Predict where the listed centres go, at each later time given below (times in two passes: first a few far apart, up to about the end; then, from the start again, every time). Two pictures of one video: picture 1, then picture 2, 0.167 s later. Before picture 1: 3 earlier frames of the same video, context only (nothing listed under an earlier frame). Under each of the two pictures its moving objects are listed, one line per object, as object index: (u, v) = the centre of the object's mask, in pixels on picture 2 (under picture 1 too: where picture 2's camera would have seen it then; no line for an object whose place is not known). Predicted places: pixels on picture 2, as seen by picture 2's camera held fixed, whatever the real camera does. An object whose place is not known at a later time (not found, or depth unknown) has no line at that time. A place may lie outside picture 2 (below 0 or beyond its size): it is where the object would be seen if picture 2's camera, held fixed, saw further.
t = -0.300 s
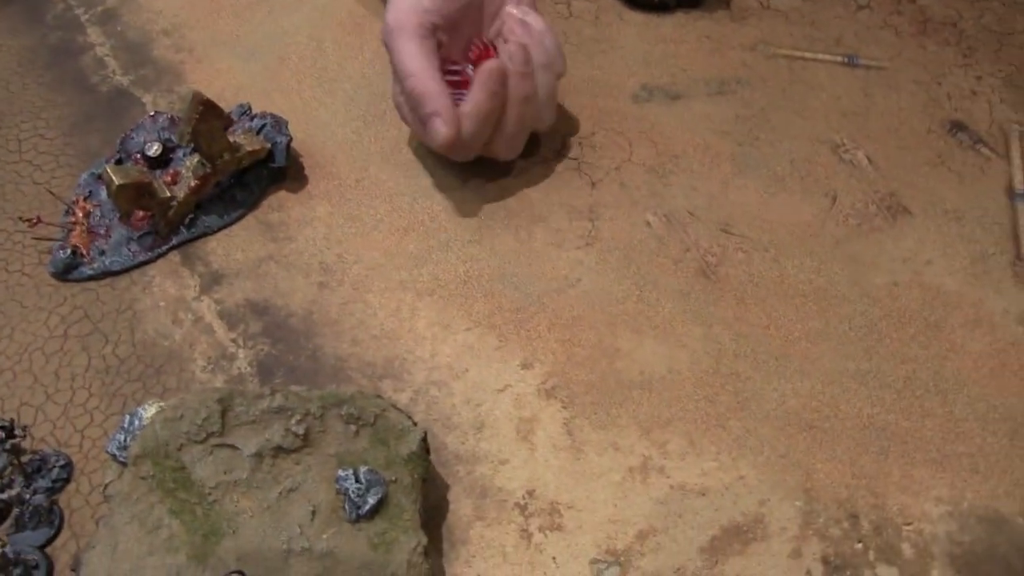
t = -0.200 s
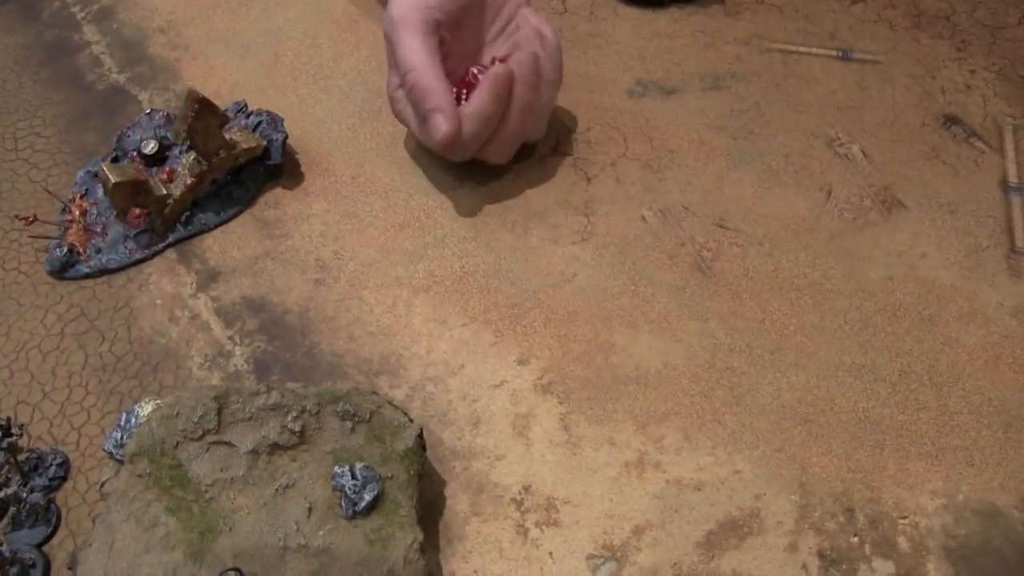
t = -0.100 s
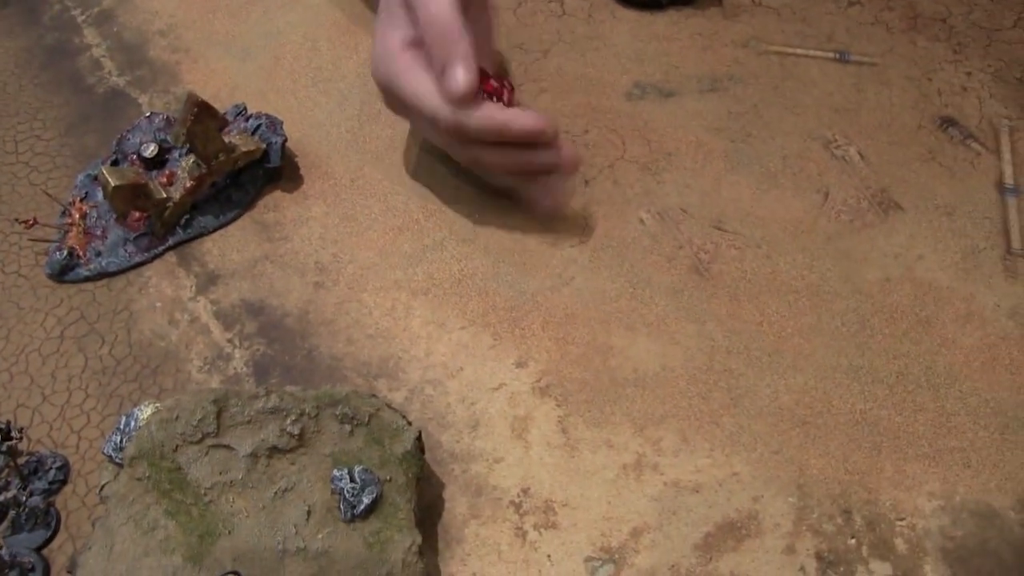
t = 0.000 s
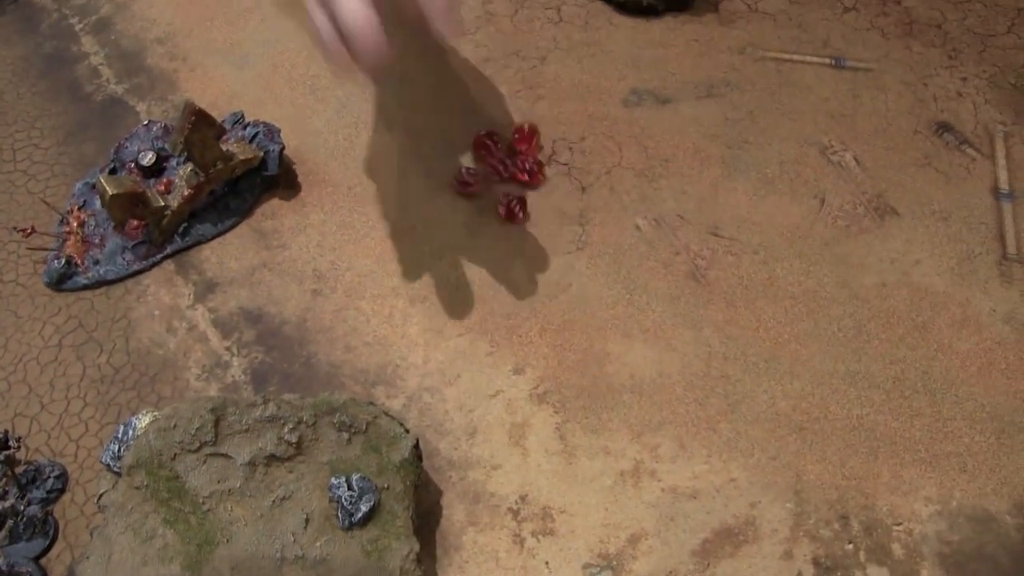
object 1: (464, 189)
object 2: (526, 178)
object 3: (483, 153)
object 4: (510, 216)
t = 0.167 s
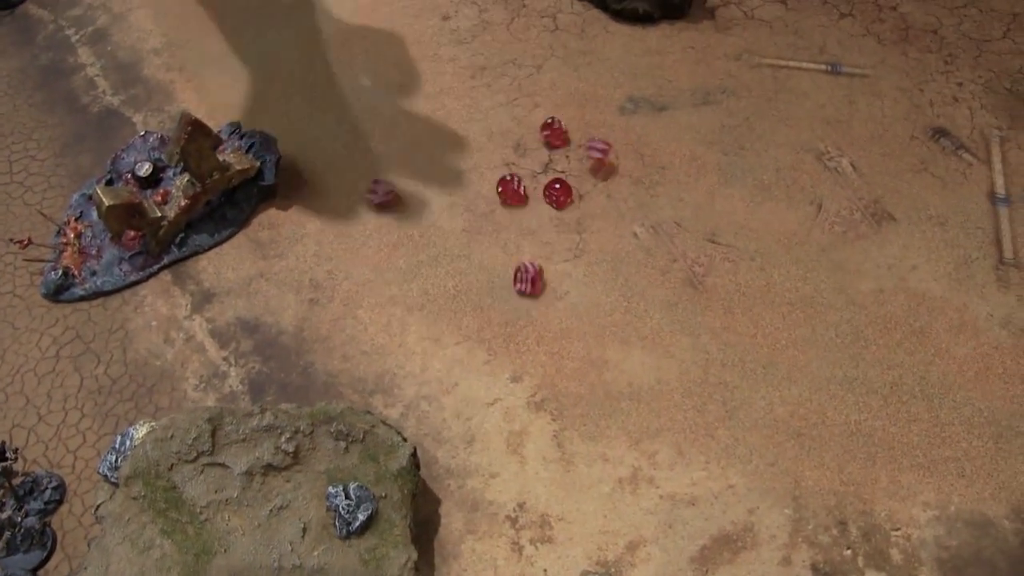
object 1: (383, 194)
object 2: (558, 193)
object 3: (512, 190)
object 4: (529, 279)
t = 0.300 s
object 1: (349, 194)
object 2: (557, 193)
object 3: (537, 213)
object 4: (512, 310)
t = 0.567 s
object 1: (352, 175)
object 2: (556, 192)
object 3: (556, 229)
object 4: (510, 319)
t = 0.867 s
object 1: (363, 166)
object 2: (555, 193)
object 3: (555, 230)
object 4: (509, 319)
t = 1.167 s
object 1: (385, 161)
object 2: (555, 194)
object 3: (554, 230)
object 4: (509, 320)
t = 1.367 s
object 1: (387, 154)
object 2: (555, 193)
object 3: (555, 230)
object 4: (509, 320)
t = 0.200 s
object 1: (369, 196)
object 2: (557, 193)
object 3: (517, 197)
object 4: (526, 292)
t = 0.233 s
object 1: (358, 197)
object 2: (557, 193)
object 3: (525, 205)
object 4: (522, 302)
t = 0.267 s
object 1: (355, 196)
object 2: (557, 193)
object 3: (528, 208)
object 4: (518, 305)
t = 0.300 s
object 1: (349, 194)
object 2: (557, 193)
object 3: (537, 213)
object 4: (512, 310)
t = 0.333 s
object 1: (346, 189)
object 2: (557, 191)
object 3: (542, 218)
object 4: (510, 315)
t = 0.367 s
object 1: (346, 187)
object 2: (557, 192)
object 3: (547, 222)
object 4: (510, 317)
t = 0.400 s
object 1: (346, 185)
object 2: (556, 192)
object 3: (554, 227)
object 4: (511, 318)
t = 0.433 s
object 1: (345, 183)
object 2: (556, 192)
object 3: (556, 228)
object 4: (510, 318)
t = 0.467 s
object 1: (346, 183)
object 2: (556, 192)
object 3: (556, 229)
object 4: (510, 318)
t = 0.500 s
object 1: (348, 181)
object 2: (556, 192)
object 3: (556, 229)
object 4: (511, 319)
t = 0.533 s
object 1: (352, 177)
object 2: (556, 192)
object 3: (556, 229)
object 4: (510, 319)
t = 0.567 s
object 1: (352, 175)
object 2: (556, 192)
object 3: (556, 229)
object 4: (510, 319)
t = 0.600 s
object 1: (355, 171)
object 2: (556, 193)
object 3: (556, 229)
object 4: (510, 319)
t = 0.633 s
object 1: (360, 171)
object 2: (556, 193)
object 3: (556, 229)
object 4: (510, 319)
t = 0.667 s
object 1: (360, 169)
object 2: (556, 193)
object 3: (555, 229)
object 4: (510, 319)
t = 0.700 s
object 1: (360, 168)
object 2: (556, 193)
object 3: (556, 229)
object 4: (510, 319)
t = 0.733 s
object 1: (361, 166)
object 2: (555, 193)
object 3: (555, 229)
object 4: (510, 319)
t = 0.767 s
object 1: (361, 165)
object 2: (555, 193)
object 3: (555, 229)
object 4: (510, 319)
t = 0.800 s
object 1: (360, 166)
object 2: (555, 193)
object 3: (555, 229)
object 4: (509, 319)
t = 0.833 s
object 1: (362, 166)
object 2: (555, 193)
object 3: (555, 230)
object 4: (509, 319)
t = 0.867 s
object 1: (363, 166)
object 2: (555, 193)
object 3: (555, 230)
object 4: (509, 319)
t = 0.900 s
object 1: (365, 167)
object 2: (555, 194)
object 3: (555, 230)
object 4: (509, 320)
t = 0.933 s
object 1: (368, 166)
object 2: (555, 194)
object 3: (555, 230)
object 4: (509, 320)
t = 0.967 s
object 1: (370, 166)
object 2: (555, 194)
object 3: (555, 230)
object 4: (509, 320)
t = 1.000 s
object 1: (373, 165)
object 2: (555, 194)
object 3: (555, 230)
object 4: (509, 320)
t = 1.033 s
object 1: (377, 165)
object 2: (555, 194)
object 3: (555, 230)
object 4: (509, 320)
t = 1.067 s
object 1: (378, 164)
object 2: (555, 194)
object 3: (554, 230)
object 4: (509, 320)
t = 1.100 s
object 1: (381, 163)
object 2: (555, 194)
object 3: (555, 230)
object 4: (509, 320)
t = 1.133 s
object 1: (384, 162)
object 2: (555, 194)
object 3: (554, 230)
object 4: (509, 320)
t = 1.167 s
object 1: (385, 161)
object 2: (555, 194)
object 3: (554, 230)
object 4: (509, 320)
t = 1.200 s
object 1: (387, 159)
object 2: (555, 194)
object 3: (554, 230)
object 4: (509, 319)
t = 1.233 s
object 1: (388, 158)
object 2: (555, 194)
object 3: (555, 230)
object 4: (509, 319)
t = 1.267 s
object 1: (389, 157)
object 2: (554, 194)
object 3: (555, 230)
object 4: (509, 319)
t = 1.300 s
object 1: (389, 155)
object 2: (554, 193)
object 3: (555, 230)
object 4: (509, 319)
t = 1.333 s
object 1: (387, 154)
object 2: (555, 193)
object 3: (555, 230)
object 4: (509, 319)
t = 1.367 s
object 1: (387, 154)
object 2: (555, 193)
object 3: (555, 230)
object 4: (509, 320)
